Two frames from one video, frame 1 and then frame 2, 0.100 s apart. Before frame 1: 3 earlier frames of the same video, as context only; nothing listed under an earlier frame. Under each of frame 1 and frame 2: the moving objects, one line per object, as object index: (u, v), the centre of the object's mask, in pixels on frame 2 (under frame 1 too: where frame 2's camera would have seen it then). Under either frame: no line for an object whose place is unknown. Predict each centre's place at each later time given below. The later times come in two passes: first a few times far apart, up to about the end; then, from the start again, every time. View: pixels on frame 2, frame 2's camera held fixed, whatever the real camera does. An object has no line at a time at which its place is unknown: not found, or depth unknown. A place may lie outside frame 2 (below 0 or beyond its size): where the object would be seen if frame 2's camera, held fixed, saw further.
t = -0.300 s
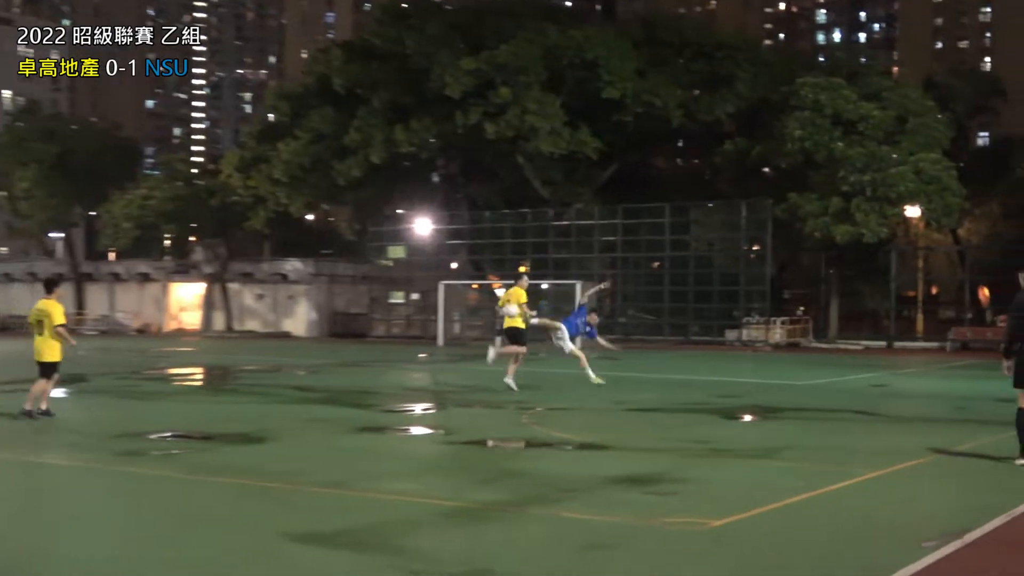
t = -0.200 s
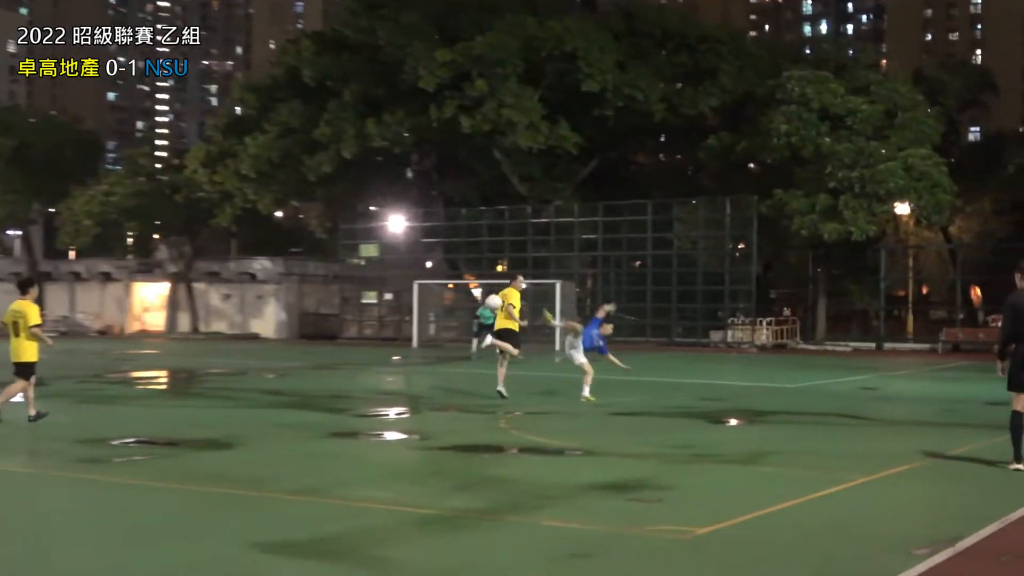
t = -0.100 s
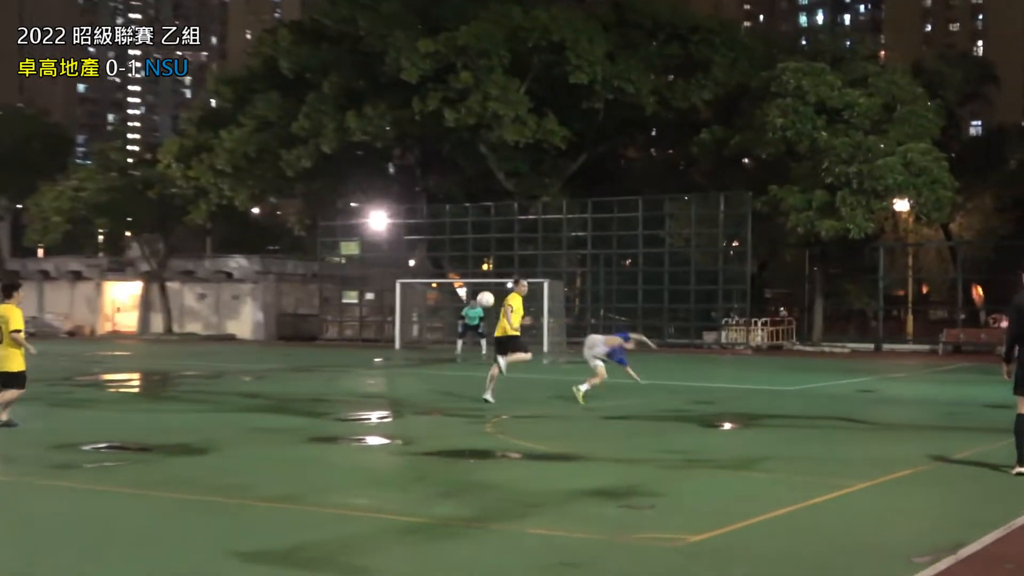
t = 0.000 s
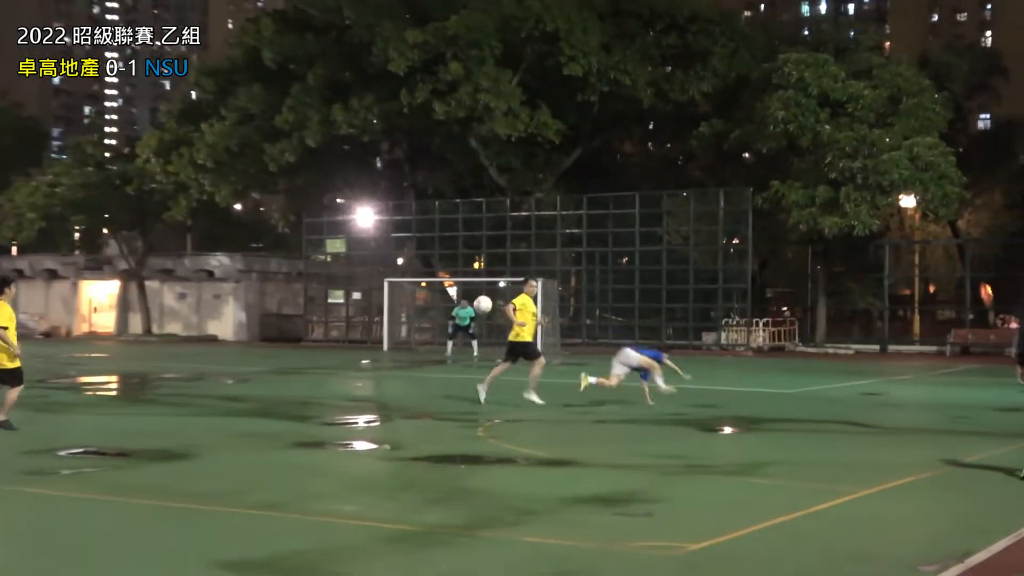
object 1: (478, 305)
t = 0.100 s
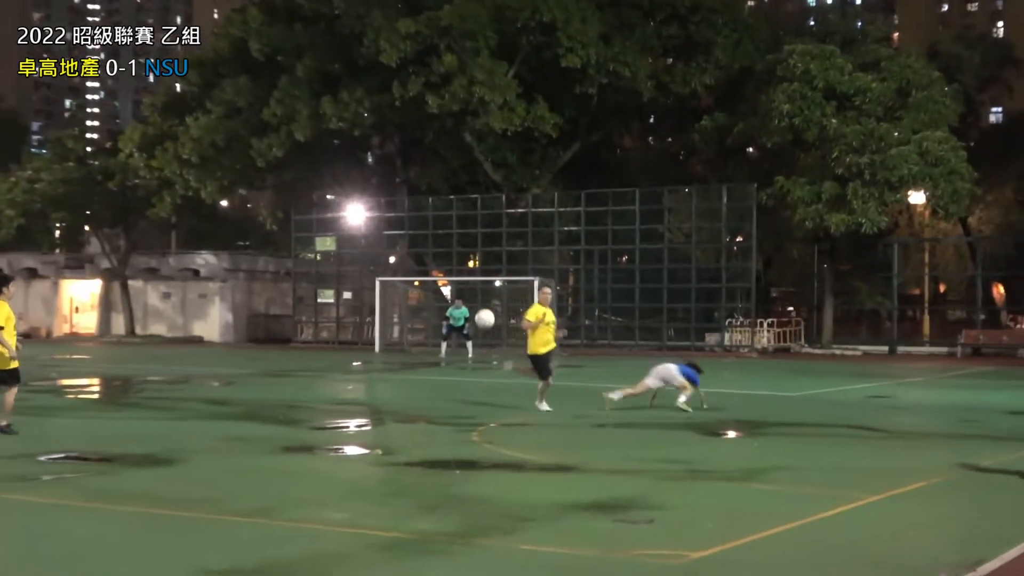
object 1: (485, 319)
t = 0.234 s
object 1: (494, 352)
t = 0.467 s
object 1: (511, 404)
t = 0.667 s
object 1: (537, 355)
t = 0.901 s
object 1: (568, 342)
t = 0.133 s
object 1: (487, 326)
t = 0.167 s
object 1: (489, 333)
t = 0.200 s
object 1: (491, 341)
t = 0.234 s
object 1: (494, 352)
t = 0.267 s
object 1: (496, 362)
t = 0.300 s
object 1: (498, 373)
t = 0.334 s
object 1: (500, 386)
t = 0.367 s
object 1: (502, 400)
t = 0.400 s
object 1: (503, 414)
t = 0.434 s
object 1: (506, 414)
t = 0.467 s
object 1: (511, 404)
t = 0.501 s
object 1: (515, 393)
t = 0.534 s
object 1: (520, 384)
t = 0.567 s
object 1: (524, 375)
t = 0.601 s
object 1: (528, 367)
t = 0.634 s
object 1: (533, 361)
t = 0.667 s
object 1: (537, 355)
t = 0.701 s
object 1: (541, 350)
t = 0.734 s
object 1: (545, 346)
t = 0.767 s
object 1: (550, 344)
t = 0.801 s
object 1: (555, 340)
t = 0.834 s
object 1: (559, 340)
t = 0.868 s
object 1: (563, 340)
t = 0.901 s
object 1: (568, 342)
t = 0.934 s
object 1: (572, 344)
